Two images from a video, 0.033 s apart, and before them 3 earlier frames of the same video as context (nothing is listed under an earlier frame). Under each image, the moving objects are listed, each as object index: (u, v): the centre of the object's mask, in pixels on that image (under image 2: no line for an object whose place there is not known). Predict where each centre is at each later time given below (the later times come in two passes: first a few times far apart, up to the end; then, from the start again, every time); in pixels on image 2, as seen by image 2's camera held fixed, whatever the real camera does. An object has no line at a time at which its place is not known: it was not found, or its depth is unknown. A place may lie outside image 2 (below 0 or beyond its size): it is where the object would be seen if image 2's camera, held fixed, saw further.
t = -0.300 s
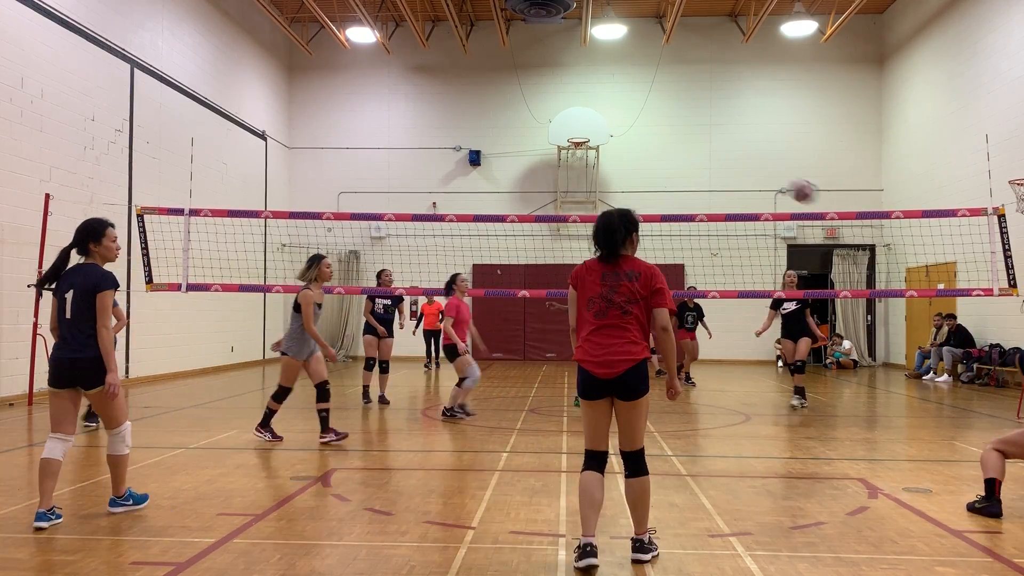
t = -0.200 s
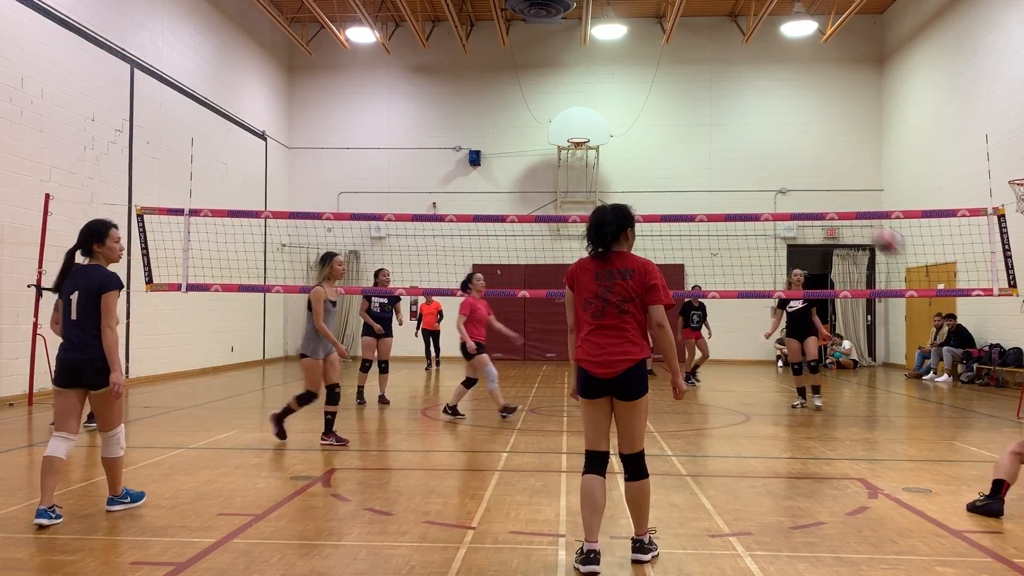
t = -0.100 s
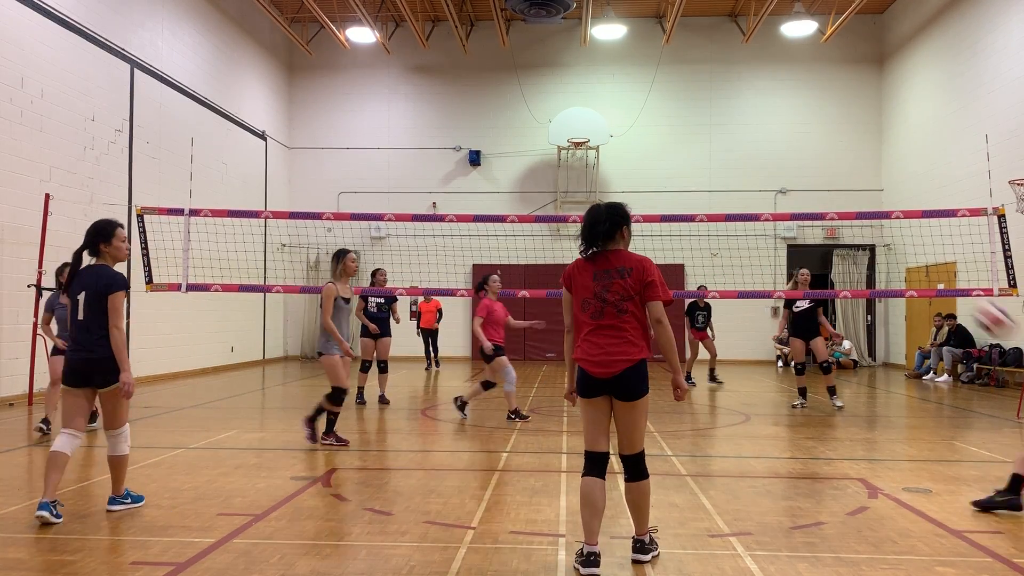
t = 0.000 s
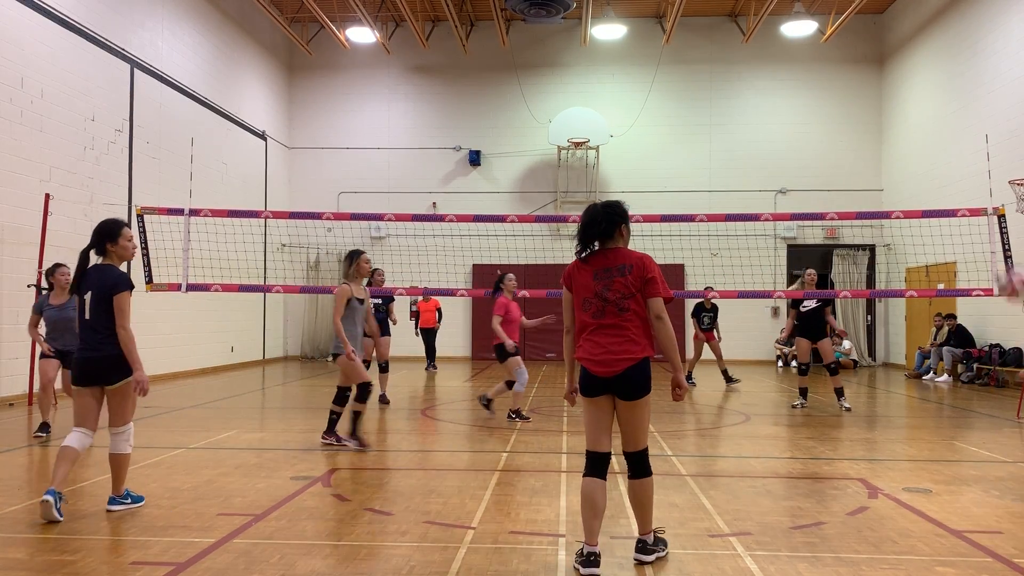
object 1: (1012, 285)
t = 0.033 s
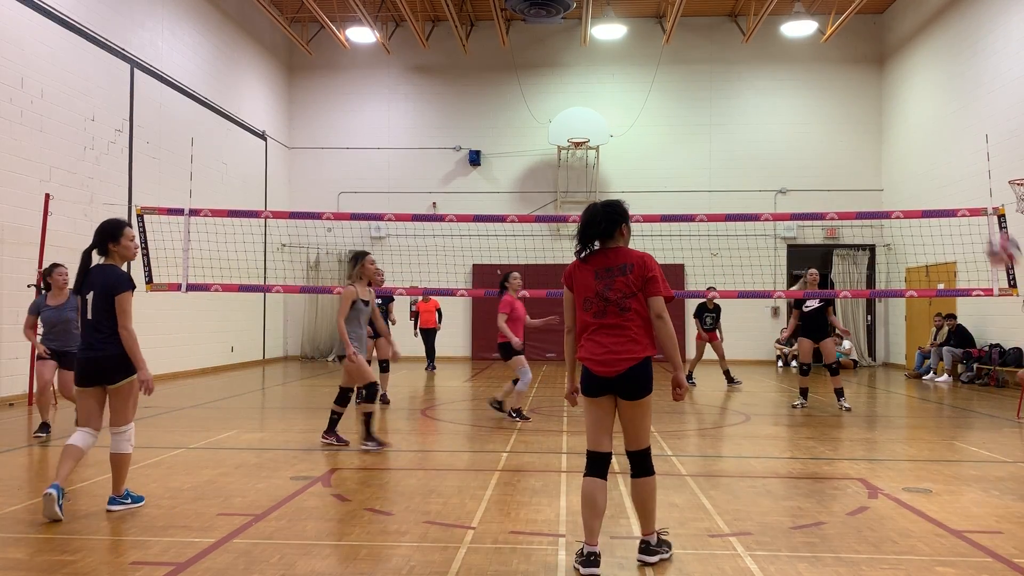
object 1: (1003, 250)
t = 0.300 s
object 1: (924, 79)
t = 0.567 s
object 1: (863, 24)
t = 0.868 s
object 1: (808, 63)
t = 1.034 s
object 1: (782, 119)
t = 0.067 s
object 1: (991, 220)
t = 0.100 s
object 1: (981, 193)
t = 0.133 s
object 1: (970, 170)
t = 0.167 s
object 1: (960, 147)
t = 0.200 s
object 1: (951, 127)
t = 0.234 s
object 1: (941, 109)
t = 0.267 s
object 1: (932, 93)
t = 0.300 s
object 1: (924, 79)
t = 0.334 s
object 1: (916, 67)
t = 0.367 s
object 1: (907, 56)
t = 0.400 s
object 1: (899, 46)
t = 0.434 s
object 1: (891, 39)
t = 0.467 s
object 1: (884, 34)
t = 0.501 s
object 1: (877, 29)
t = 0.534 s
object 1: (869, 26)
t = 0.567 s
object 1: (863, 24)
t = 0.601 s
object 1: (857, 24)
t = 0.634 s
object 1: (850, 25)
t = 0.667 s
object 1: (844, 27)
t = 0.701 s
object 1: (838, 30)
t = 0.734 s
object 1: (831, 35)
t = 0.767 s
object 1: (825, 40)
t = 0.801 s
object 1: (819, 46)
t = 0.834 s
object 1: (813, 55)
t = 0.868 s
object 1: (808, 63)
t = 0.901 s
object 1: (803, 73)
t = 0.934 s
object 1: (798, 82)
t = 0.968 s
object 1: (792, 94)
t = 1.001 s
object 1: (787, 107)
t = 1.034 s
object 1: (782, 119)
